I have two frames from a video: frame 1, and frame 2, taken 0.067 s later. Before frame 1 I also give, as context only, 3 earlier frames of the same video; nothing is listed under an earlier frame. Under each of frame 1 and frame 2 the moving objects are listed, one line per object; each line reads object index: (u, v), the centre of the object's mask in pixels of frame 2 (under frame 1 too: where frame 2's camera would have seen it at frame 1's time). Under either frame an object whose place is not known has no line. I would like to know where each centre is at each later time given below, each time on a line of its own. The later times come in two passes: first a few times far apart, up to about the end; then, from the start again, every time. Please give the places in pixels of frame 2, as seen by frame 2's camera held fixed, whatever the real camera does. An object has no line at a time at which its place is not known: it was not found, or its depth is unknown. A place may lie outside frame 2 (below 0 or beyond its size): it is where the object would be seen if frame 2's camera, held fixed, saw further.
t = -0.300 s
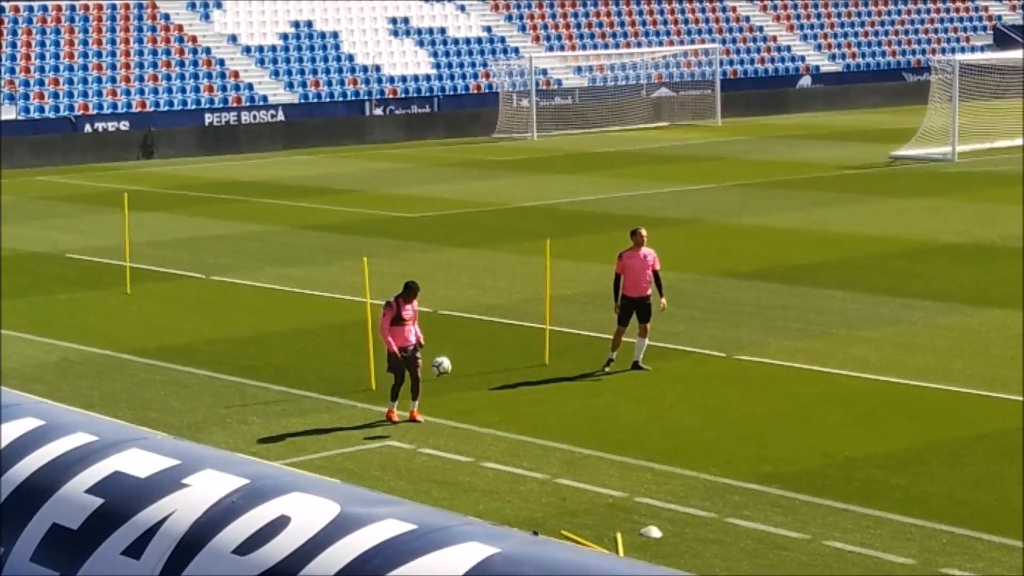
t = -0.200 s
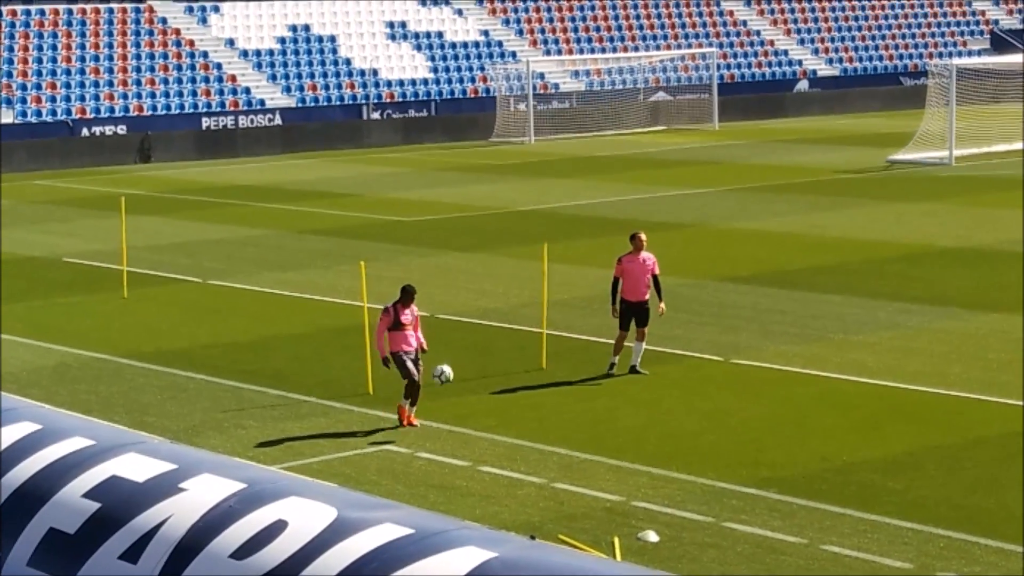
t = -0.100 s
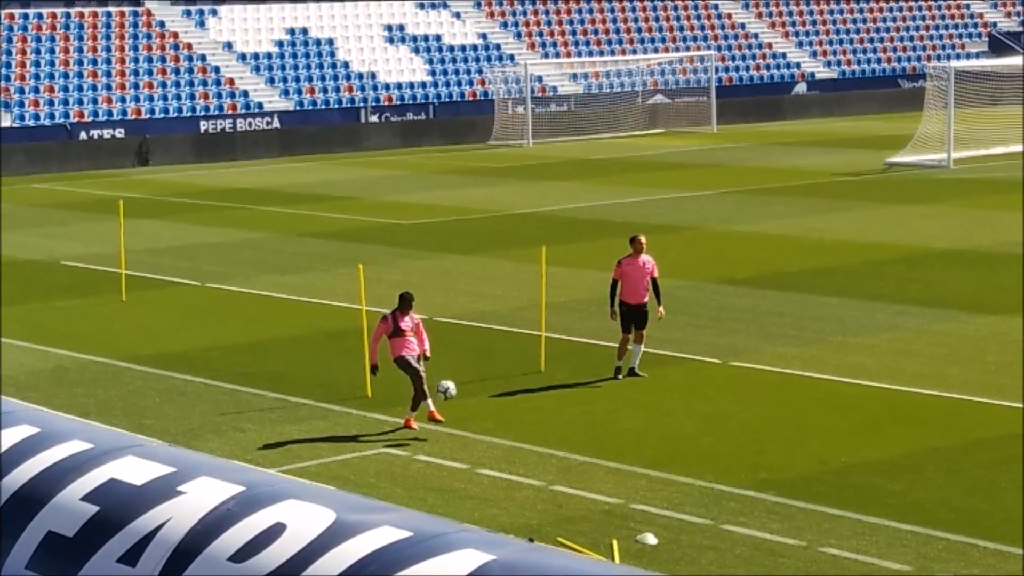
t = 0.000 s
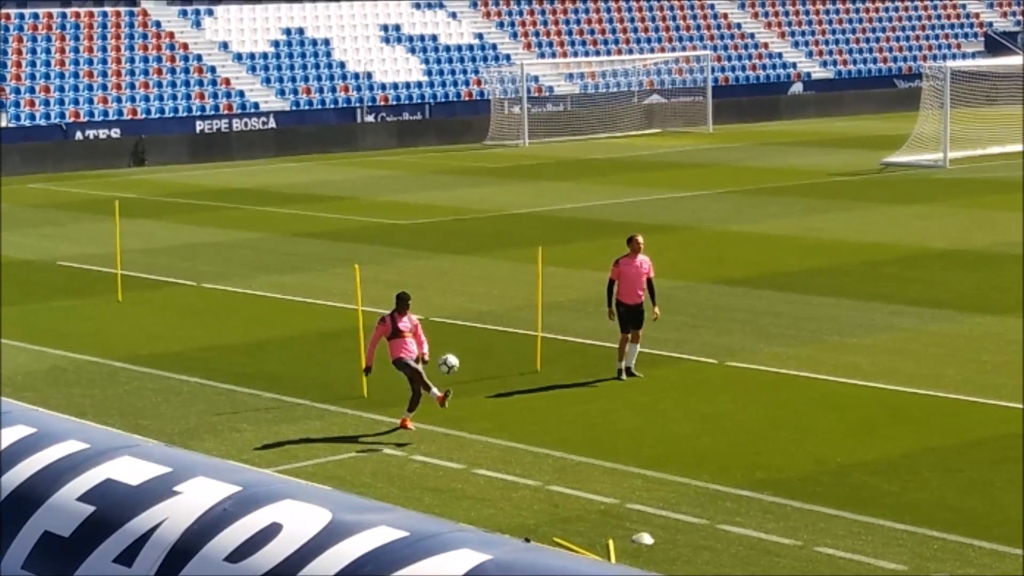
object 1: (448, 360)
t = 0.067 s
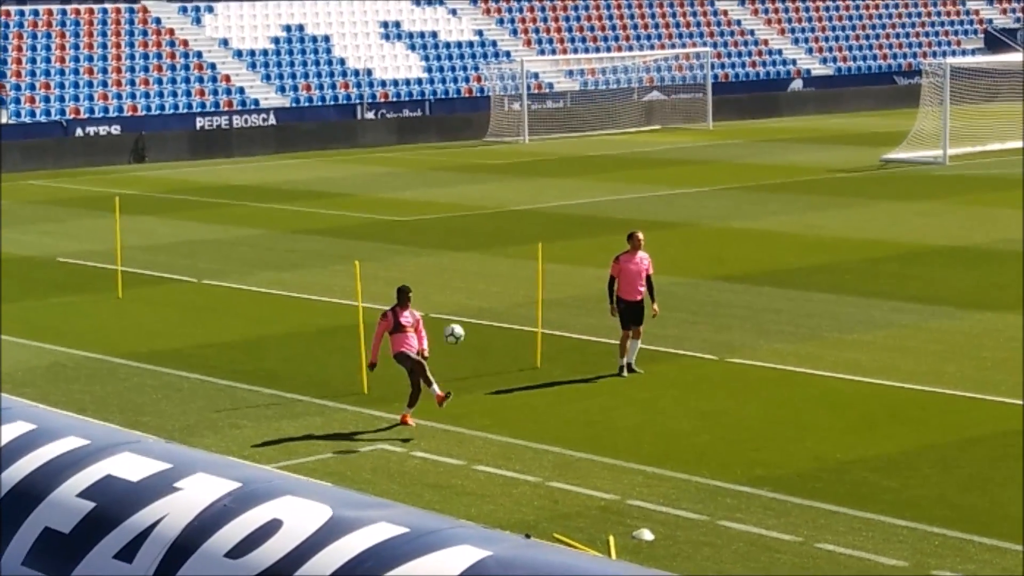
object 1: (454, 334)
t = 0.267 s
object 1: (468, 277)
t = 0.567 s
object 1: (493, 259)
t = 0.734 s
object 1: (508, 285)
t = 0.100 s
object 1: (456, 321)
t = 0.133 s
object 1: (458, 311)
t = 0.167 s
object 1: (462, 301)
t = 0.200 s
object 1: (464, 292)
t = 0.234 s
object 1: (467, 284)
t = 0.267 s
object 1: (468, 277)
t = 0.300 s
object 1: (472, 271)
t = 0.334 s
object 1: (474, 266)
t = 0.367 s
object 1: (477, 261)
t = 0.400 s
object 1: (479, 259)
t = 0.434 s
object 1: (482, 257)
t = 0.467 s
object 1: (485, 256)
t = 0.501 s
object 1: (488, 256)
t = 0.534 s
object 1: (491, 257)
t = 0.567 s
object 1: (493, 259)
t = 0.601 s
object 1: (497, 262)
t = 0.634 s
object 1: (500, 266)
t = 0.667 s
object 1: (502, 271)
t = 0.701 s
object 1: (505, 277)
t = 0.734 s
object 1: (508, 285)
